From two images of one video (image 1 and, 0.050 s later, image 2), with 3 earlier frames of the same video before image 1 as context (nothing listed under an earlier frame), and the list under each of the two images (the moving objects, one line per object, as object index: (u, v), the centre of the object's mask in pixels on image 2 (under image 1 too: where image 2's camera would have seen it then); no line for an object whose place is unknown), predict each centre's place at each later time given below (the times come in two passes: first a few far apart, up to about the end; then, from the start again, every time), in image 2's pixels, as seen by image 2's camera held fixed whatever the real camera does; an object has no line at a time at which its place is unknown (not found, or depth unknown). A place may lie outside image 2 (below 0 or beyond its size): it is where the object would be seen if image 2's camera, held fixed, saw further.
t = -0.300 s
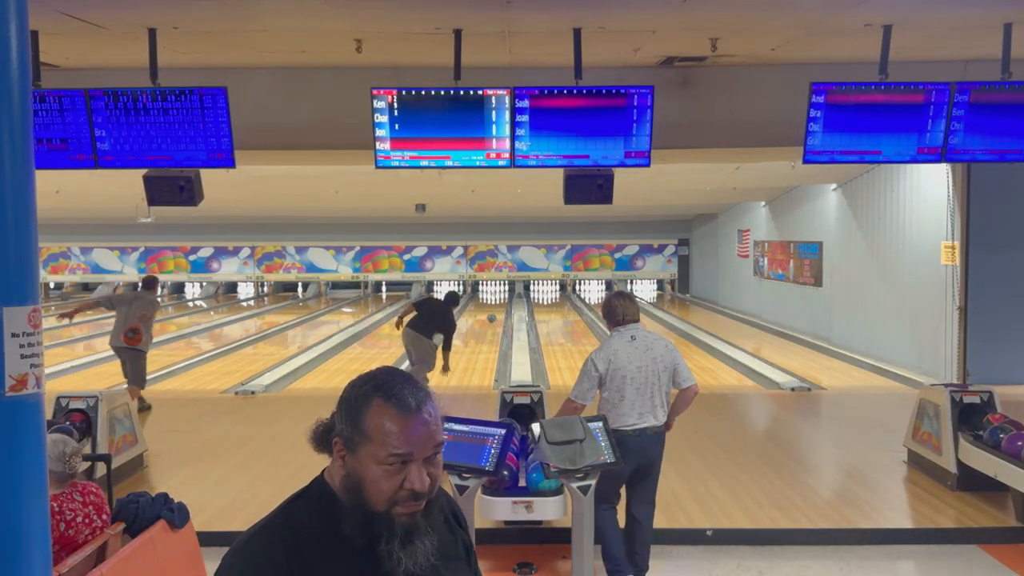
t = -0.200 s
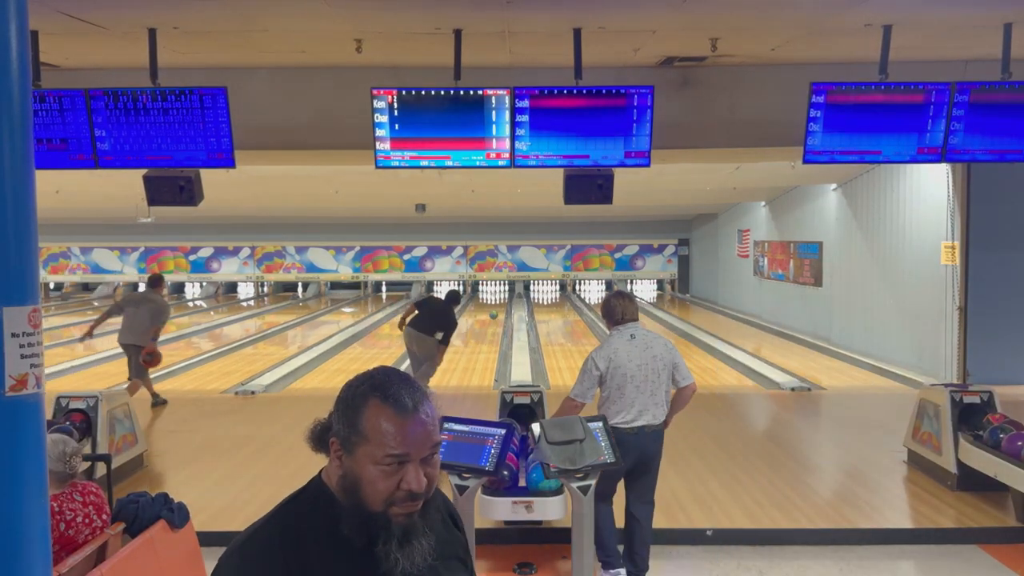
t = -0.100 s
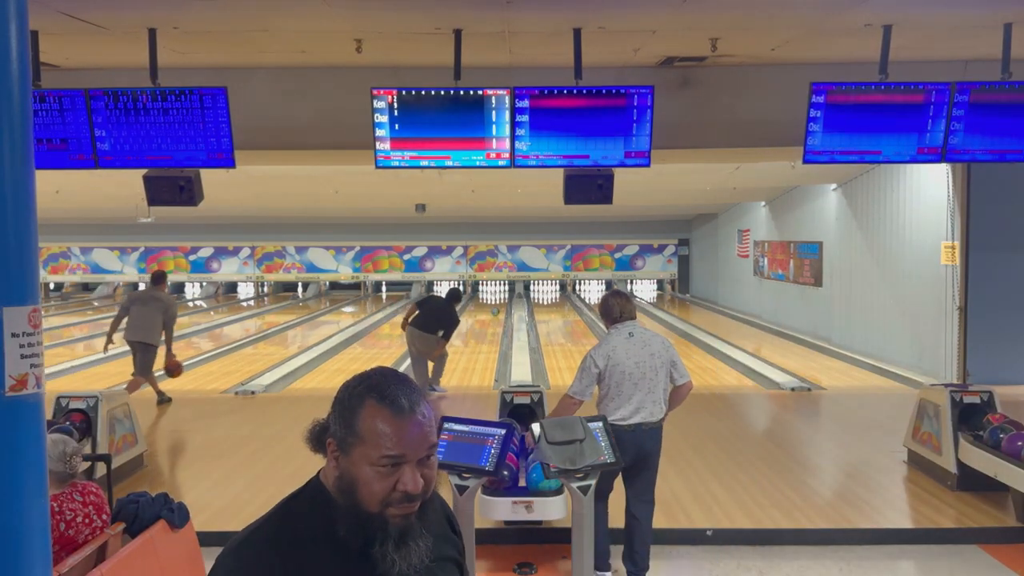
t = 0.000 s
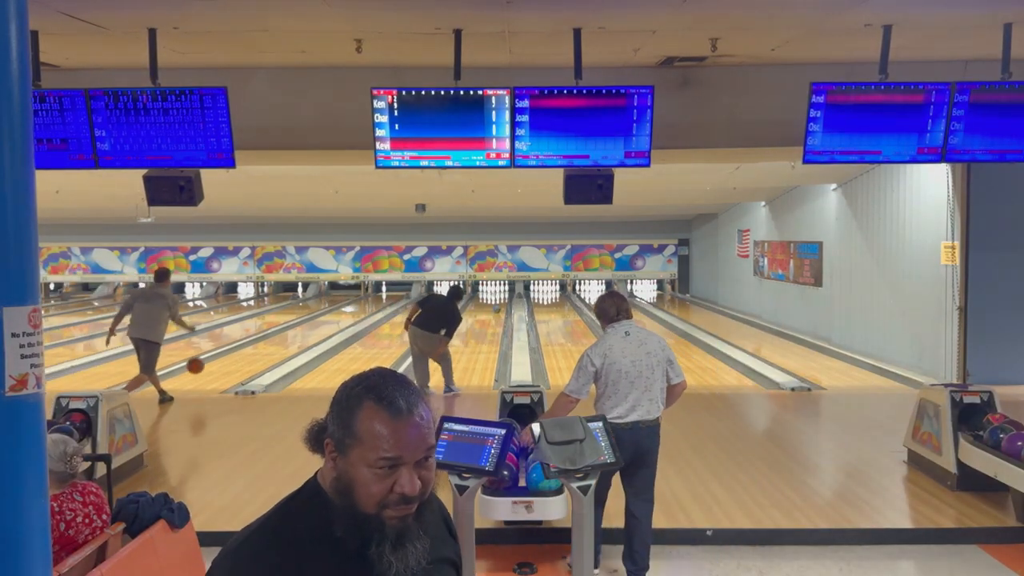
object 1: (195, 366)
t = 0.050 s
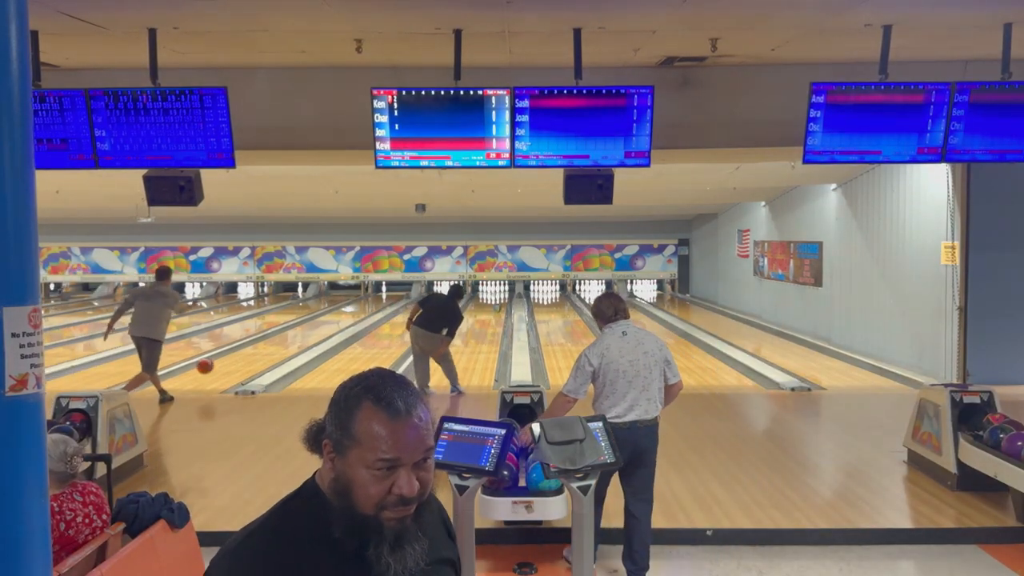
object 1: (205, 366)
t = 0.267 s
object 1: (240, 362)
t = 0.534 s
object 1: (272, 346)
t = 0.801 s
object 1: (296, 332)
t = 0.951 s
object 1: (307, 326)
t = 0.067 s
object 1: (208, 366)
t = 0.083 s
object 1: (211, 367)
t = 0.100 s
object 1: (214, 368)
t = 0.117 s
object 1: (216, 369)
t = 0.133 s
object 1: (220, 371)
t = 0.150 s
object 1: (222, 372)
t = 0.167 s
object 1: (225, 371)
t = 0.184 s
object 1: (227, 369)
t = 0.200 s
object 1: (230, 367)
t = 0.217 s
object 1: (233, 365)
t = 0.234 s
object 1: (235, 364)
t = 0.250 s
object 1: (238, 363)
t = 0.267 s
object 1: (240, 362)
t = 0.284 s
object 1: (242, 361)
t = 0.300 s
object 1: (244, 360)
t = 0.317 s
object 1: (247, 359)
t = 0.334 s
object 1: (249, 358)
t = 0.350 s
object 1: (251, 357)
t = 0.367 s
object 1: (253, 356)
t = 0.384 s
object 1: (255, 355)
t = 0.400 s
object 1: (257, 353)
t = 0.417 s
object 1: (259, 352)
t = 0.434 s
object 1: (261, 351)
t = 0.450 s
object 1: (263, 350)
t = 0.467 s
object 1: (265, 350)
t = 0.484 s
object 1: (266, 348)
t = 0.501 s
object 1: (268, 348)
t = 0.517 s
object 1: (270, 347)
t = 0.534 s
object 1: (272, 346)
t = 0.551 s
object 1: (273, 345)
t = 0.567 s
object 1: (275, 344)
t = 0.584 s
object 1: (276, 343)
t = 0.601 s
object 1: (278, 341)
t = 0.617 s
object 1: (280, 341)
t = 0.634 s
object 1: (281, 340)
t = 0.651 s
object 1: (283, 339)
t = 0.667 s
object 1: (285, 338)
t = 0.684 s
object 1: (286, 338)
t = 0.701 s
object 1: (287, 337)
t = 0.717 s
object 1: (289, 336)
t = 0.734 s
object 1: (290, 335)
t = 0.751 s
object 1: (292, 335)
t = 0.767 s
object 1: (293, 334)
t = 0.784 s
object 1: (294, 333)
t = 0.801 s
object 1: (296, 332)
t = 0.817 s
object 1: (297, 332)
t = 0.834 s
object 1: (298, 331)
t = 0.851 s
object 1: (300, 330)
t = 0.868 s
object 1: (301, 330)
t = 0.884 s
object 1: (302, 329)
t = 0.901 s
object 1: (303, 328)
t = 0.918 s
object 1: (304, 327)
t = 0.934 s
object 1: (305, 327)
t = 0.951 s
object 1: (307, 326)
